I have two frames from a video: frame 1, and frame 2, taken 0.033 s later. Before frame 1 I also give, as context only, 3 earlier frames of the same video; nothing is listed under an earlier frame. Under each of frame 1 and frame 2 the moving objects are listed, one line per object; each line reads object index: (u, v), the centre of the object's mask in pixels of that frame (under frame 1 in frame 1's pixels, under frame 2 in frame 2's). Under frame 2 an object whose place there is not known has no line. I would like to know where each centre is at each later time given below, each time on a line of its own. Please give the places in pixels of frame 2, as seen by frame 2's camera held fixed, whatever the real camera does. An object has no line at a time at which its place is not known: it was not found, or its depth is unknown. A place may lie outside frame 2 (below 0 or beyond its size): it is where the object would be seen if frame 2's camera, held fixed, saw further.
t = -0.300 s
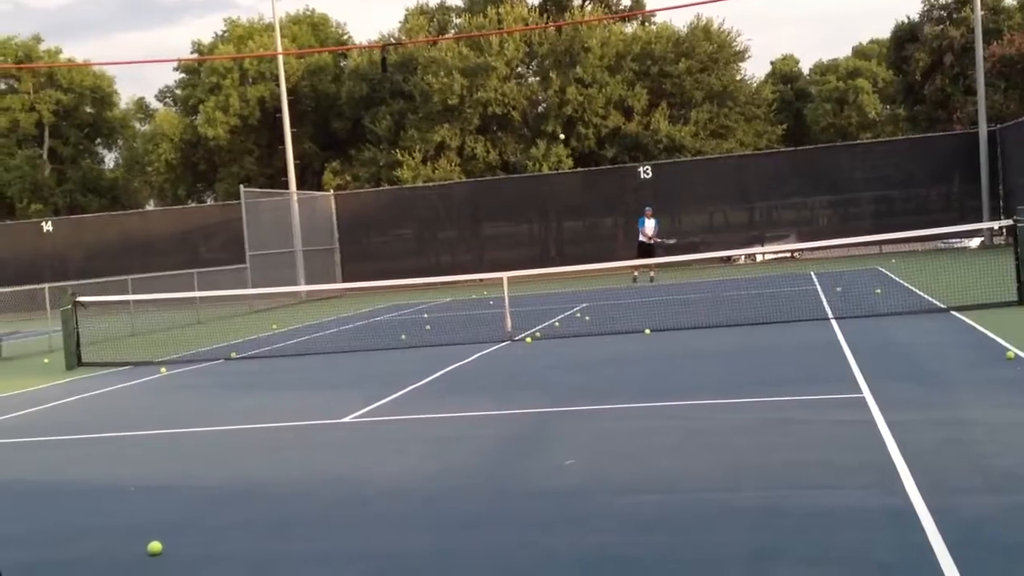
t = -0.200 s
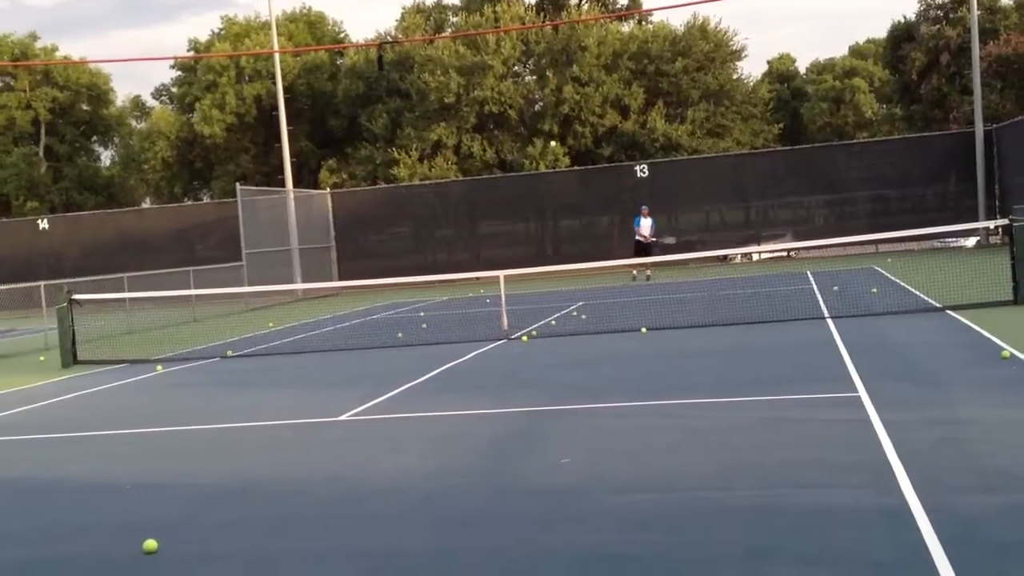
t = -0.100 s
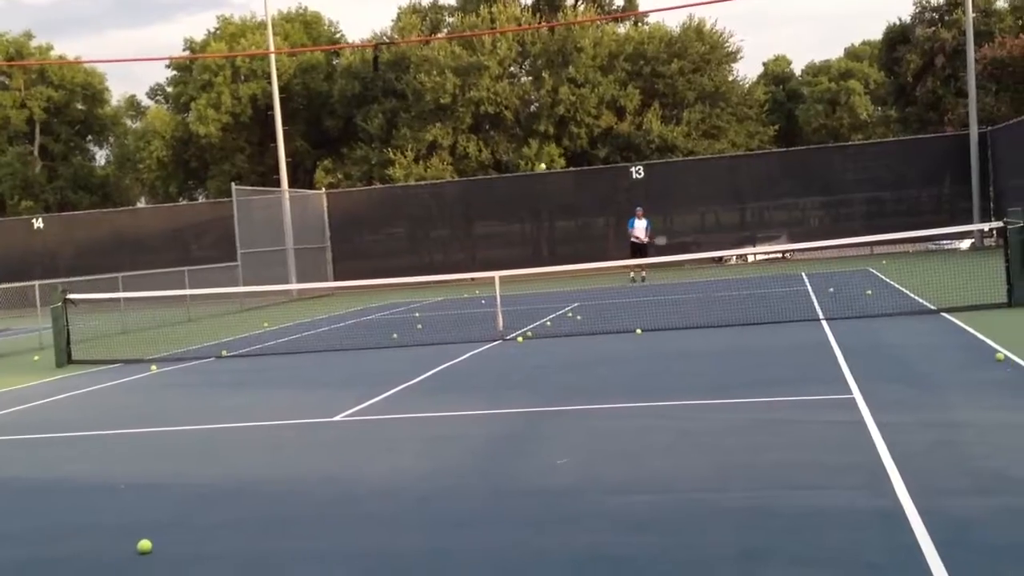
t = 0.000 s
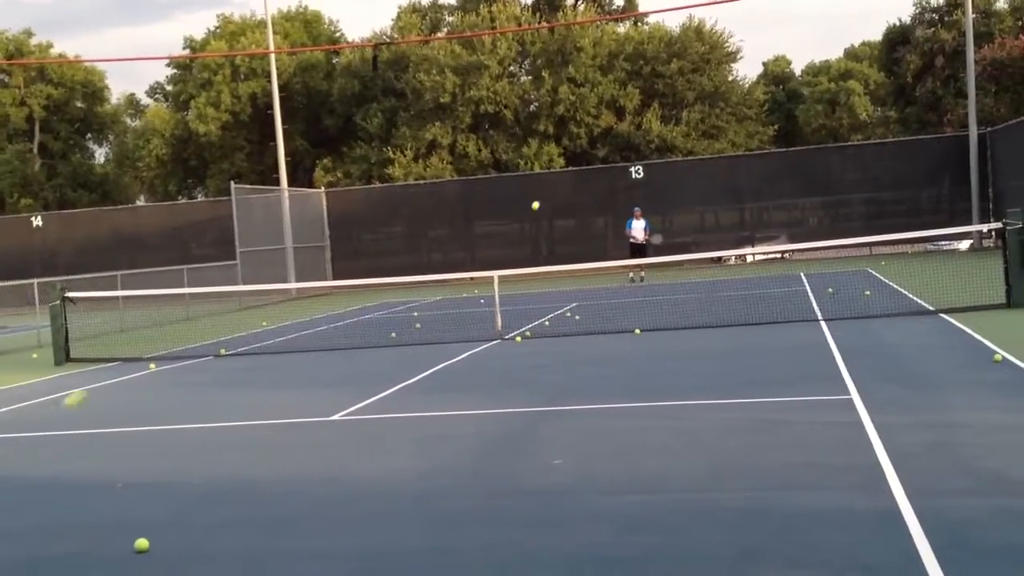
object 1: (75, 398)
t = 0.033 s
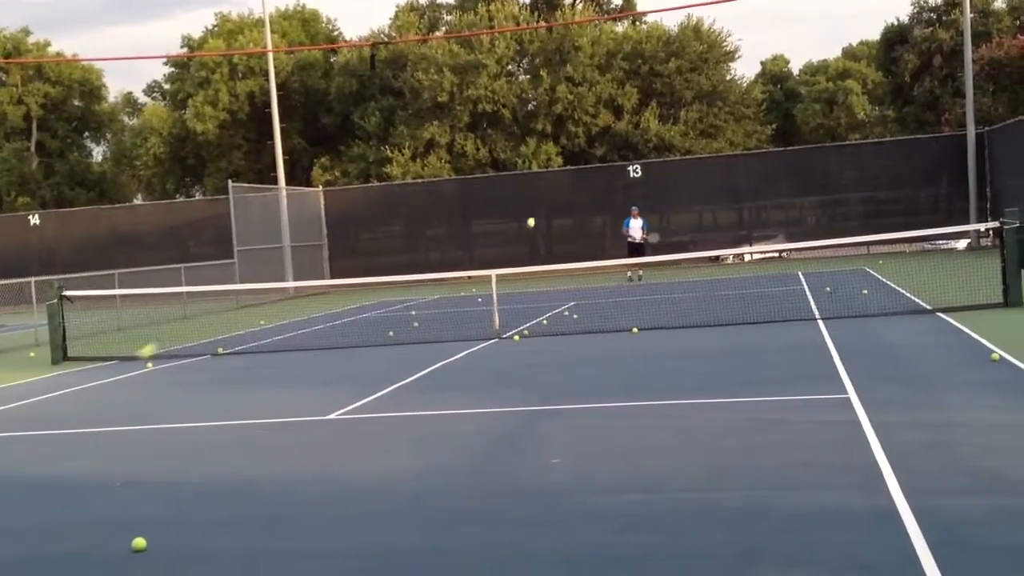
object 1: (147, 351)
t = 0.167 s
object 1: (349, 242)
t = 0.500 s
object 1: (563, 190)
